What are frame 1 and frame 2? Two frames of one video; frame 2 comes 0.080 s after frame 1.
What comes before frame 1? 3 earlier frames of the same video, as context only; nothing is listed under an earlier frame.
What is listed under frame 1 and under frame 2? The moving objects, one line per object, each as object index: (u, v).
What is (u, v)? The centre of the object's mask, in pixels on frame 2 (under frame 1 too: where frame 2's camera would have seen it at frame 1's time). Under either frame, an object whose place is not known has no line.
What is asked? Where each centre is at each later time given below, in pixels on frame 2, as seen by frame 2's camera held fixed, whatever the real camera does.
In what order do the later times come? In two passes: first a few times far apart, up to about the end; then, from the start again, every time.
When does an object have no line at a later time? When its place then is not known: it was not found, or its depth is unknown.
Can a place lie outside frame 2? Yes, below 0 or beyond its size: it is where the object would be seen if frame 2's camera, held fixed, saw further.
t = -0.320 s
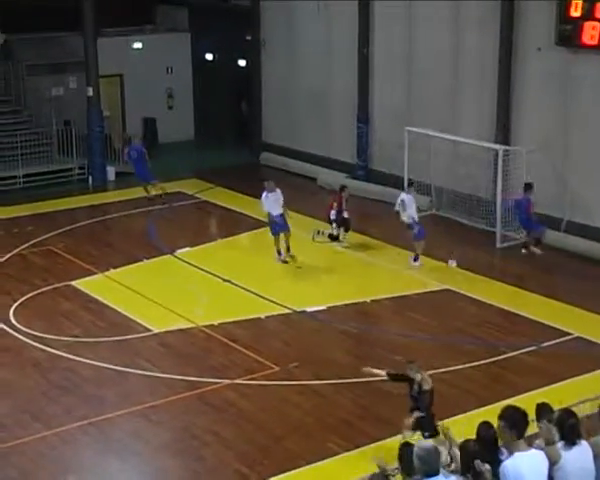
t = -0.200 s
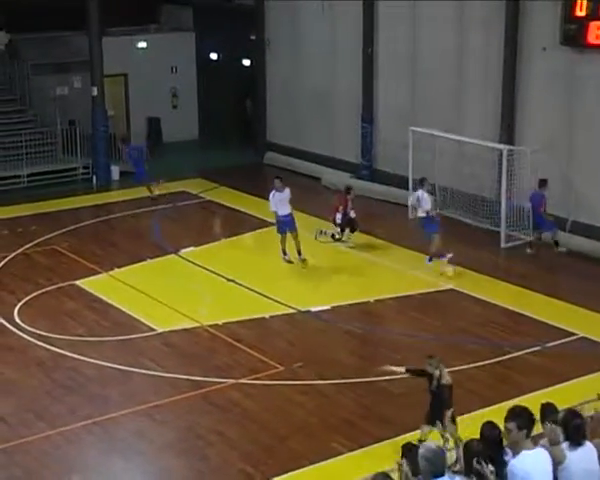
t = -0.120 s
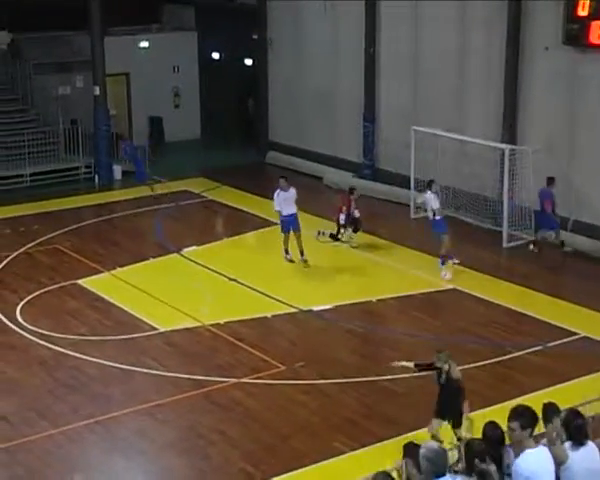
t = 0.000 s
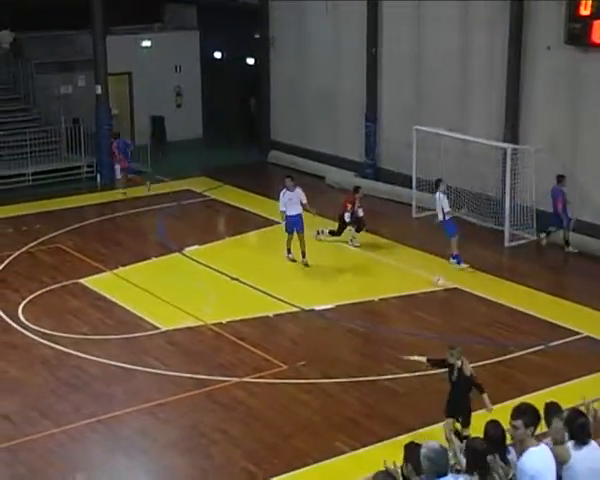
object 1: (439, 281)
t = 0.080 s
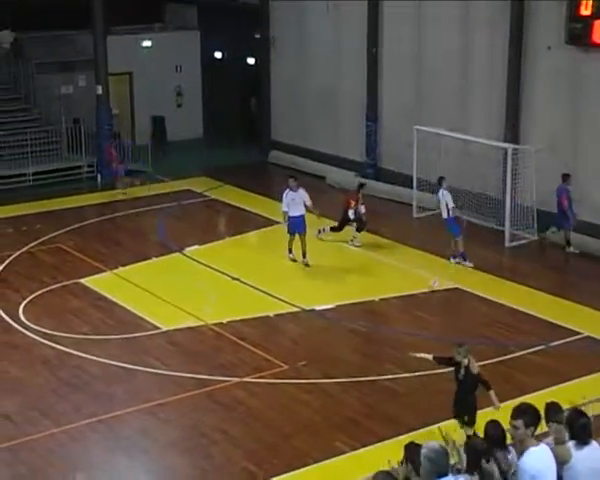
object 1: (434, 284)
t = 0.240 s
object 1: (423, 294)
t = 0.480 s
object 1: (405, 306)
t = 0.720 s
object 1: (387, 320)
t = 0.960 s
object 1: (369, 333)
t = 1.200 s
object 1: (349, 348)
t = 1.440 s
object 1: (329, 362)
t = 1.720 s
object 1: (304, 381)
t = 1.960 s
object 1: (281, 397)
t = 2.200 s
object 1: (256, 414)
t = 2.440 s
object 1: (231, 433)
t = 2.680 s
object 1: (202, 451)
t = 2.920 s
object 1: (173, 471)
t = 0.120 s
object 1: (431, 287)
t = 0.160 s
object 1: (428, 290)
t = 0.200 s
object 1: (426, 292)
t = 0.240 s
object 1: (423, 294)
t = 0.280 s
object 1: (420, 296)
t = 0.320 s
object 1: (417, 298)
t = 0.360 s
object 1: (414, 299)
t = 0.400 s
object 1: (411, 301)
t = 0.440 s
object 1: (407, 304)
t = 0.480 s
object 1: (405, 306)
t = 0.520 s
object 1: (402, 308)
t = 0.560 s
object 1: (399, 310)
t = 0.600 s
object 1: (396, 312)
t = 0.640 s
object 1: (393, 315)
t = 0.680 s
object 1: (390, 317)
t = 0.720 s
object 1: (387, 320)
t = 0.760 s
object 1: (384, 322)
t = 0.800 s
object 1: (381, 323)
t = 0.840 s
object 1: (378, 326)
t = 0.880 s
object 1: (375, 328)
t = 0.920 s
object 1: (371, 331)
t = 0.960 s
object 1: (369, 333)
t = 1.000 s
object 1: (366, 335)
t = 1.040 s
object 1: (362, 338)
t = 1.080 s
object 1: (359, 340)
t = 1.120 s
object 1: (356, 343)
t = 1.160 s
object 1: (352, 345)
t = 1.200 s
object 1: (349, 348)
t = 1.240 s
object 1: (346, 350)
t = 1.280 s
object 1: (343, 352)
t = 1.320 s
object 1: (339, 355)
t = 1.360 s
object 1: (336, 357)
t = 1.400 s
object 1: (333, 360)
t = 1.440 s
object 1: (329, 362)
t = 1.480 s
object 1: (326, 365)
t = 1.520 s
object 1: (323, 367)
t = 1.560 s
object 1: (319, 370)
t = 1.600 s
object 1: (316, 372)
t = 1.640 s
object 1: (312, 374)
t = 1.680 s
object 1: (307, 378)
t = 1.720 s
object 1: (304, 381)
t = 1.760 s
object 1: (300, 384)
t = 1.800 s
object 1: (297, 386)
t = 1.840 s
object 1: (293, 389)
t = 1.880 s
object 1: (289, 392)
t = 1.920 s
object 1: (285, 394)
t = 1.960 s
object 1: (281, 397)
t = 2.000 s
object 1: (277, 400)
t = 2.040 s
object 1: (274, 402)
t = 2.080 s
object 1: (269, 406)
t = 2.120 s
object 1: (265, 409)
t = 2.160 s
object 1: (260, 412)
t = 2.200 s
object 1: (256, 414)
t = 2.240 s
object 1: (252, 418)
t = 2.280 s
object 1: (248, 421)
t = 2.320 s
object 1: (244, 424)
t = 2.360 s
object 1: (239, 427)
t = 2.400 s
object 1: (235, 429)
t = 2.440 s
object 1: (231, 433)
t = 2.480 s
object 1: (226, 436)
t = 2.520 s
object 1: (221, 439)
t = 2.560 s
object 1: (216, 442)
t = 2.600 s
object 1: (212, 445)
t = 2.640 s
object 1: (208, 448)
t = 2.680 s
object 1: (202, 451)
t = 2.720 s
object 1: (197, 454)
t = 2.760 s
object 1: (192, 458)
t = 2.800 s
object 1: (188, 461)
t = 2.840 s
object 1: (183, 465)
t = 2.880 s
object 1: (178, 467)
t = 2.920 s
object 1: (173, 471)
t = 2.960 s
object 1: (167, 474)
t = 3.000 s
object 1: (163, 478)
